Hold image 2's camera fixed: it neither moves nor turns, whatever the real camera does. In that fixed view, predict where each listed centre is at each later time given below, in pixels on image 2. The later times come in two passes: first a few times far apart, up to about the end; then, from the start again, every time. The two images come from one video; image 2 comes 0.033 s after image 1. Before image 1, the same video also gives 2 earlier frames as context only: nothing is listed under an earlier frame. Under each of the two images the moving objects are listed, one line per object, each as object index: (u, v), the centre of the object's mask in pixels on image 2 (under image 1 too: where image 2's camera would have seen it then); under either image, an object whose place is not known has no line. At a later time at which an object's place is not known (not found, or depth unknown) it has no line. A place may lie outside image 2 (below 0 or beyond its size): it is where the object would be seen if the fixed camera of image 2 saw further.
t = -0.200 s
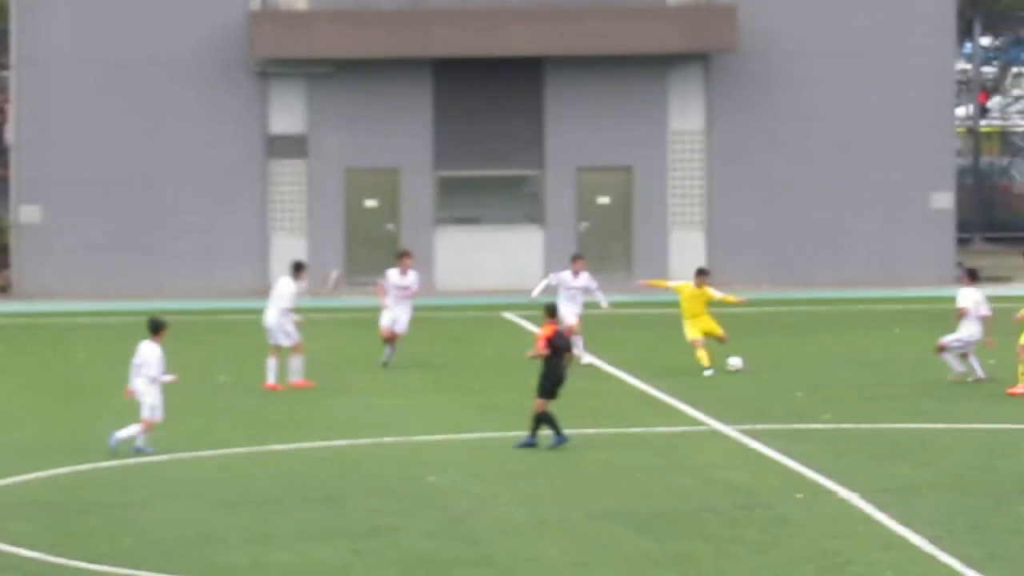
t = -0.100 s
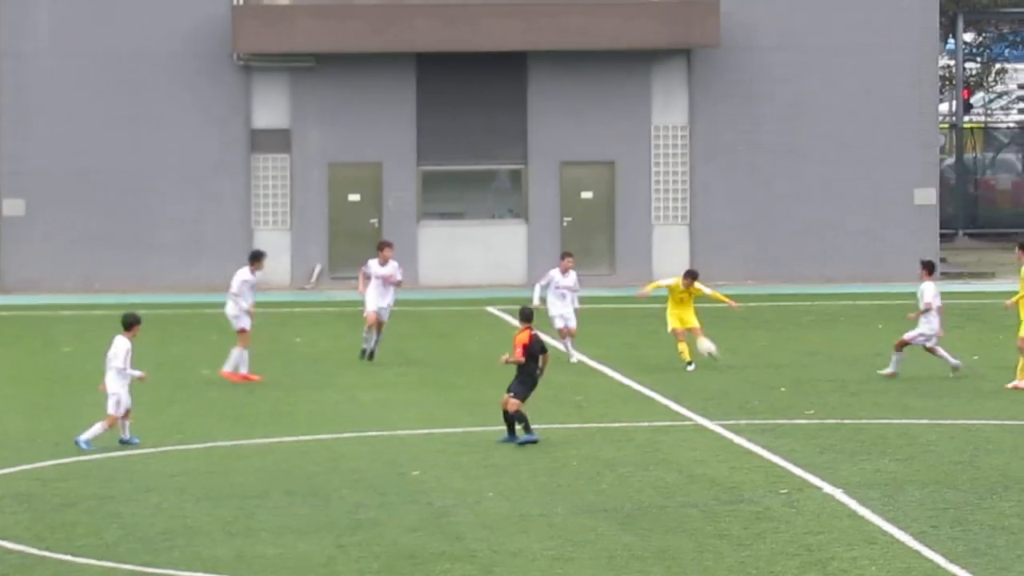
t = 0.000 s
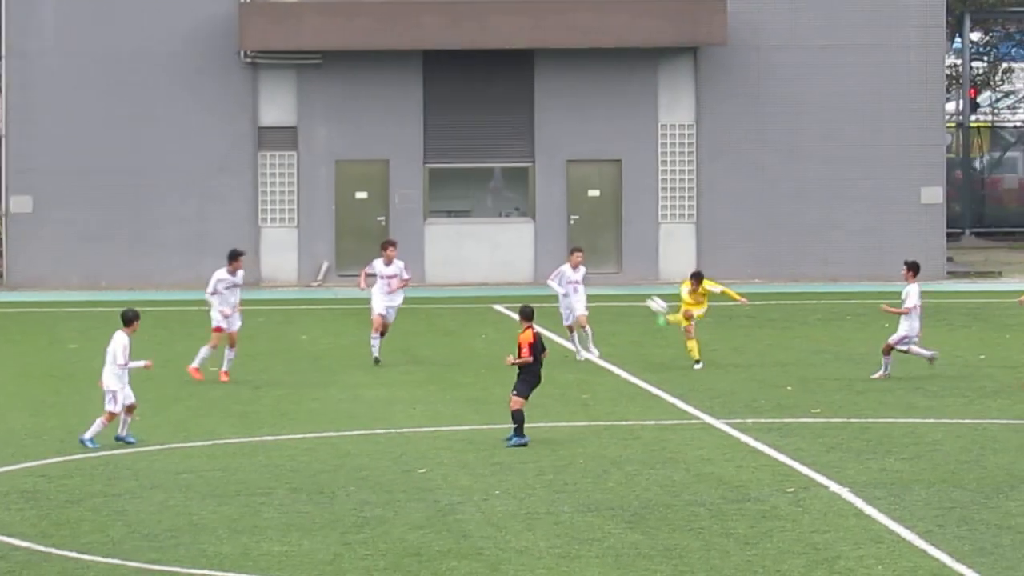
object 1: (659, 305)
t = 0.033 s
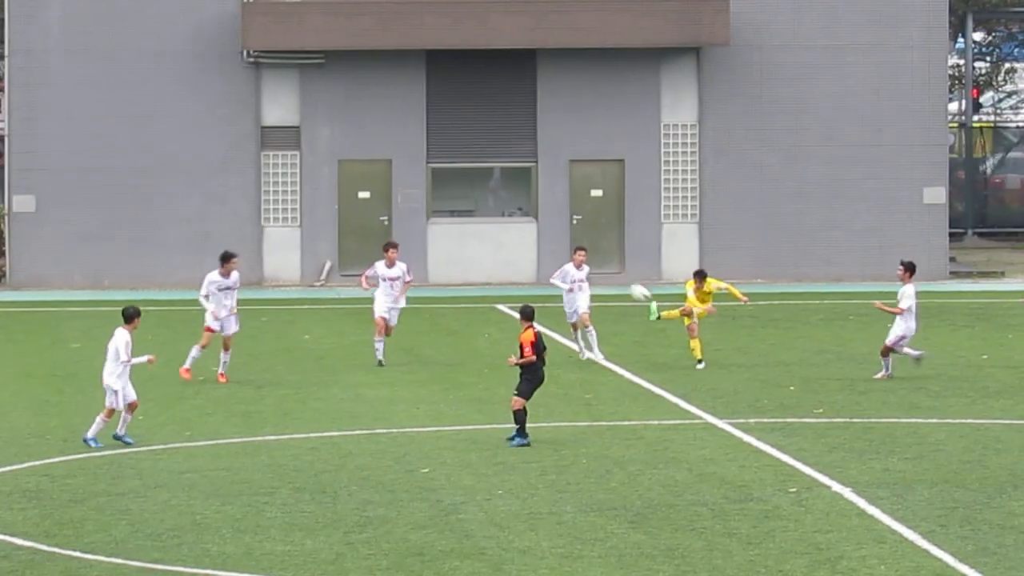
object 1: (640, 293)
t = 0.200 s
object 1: (532, 233)
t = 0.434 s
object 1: (367, 164)
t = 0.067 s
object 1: (617, 280)
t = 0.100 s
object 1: (598, 268)
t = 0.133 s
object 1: (575, 255)
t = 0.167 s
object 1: (554, 244)
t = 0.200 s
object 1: (532, 233)
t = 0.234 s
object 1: (508, 222)
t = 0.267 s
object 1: (485, 211)
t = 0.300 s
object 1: (463, 201)
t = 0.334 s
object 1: (440, 191)
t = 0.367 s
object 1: (417, 183)
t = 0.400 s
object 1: (392, 173)
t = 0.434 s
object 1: (367, 164)
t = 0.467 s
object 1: (343, 156)
